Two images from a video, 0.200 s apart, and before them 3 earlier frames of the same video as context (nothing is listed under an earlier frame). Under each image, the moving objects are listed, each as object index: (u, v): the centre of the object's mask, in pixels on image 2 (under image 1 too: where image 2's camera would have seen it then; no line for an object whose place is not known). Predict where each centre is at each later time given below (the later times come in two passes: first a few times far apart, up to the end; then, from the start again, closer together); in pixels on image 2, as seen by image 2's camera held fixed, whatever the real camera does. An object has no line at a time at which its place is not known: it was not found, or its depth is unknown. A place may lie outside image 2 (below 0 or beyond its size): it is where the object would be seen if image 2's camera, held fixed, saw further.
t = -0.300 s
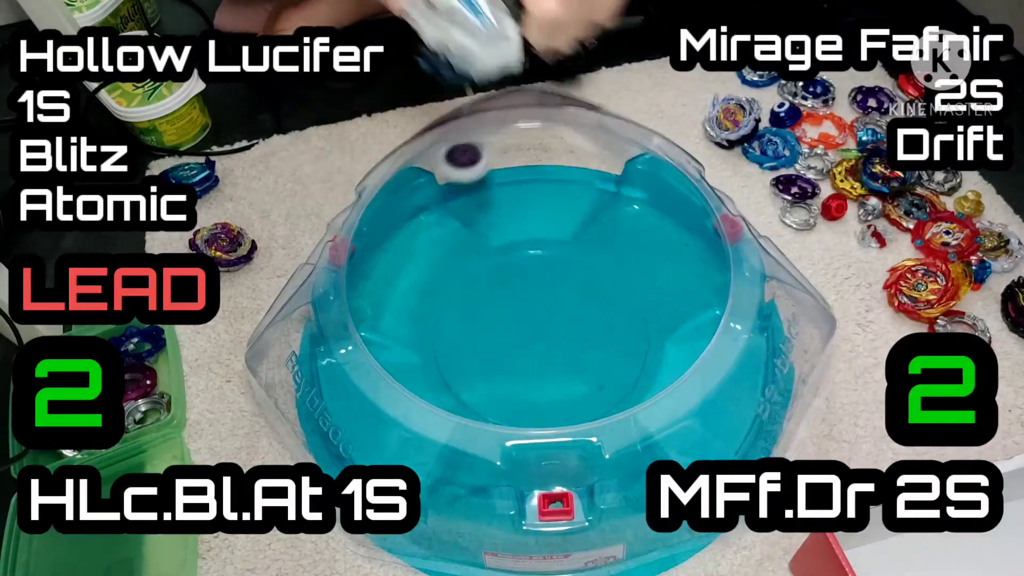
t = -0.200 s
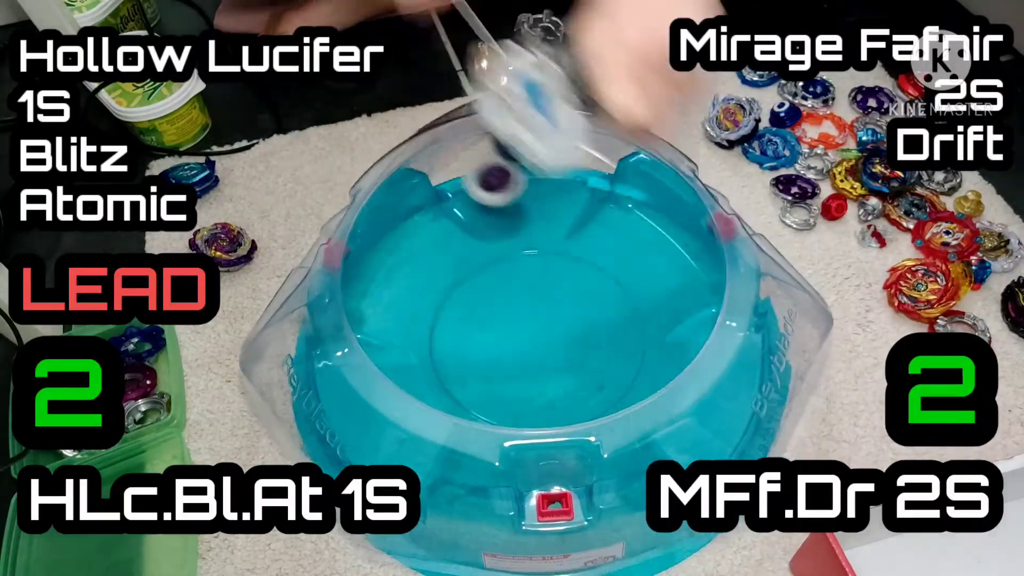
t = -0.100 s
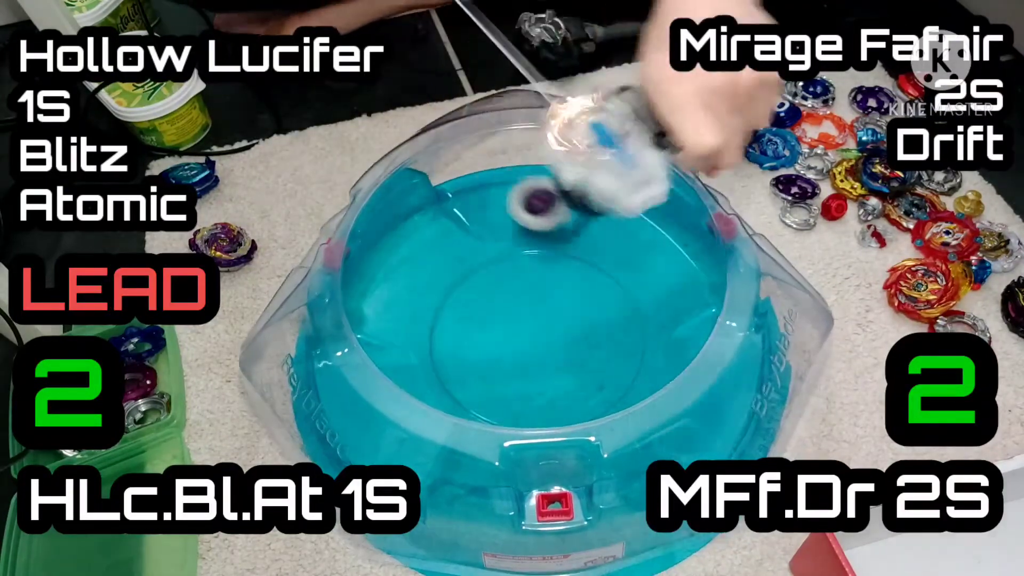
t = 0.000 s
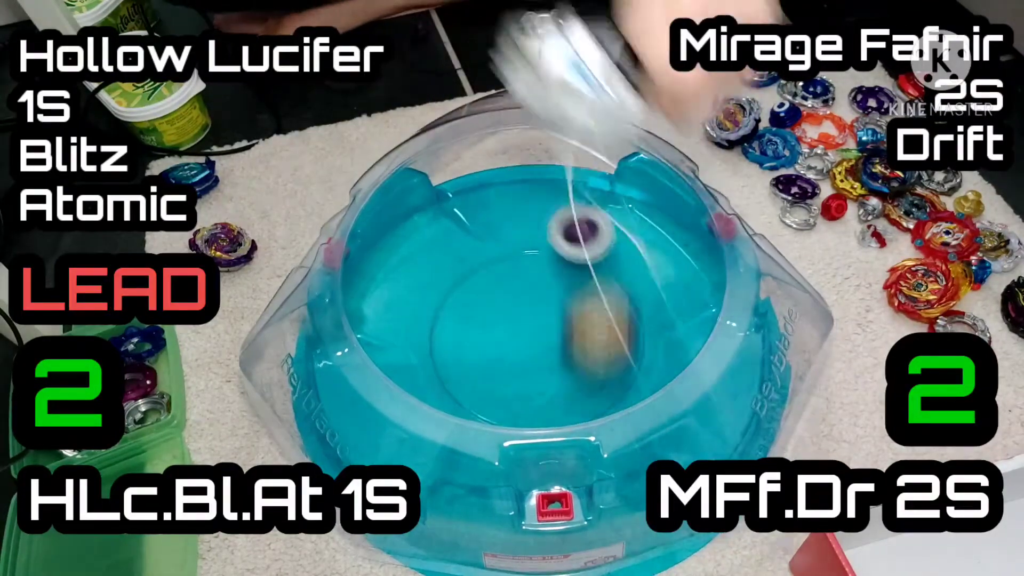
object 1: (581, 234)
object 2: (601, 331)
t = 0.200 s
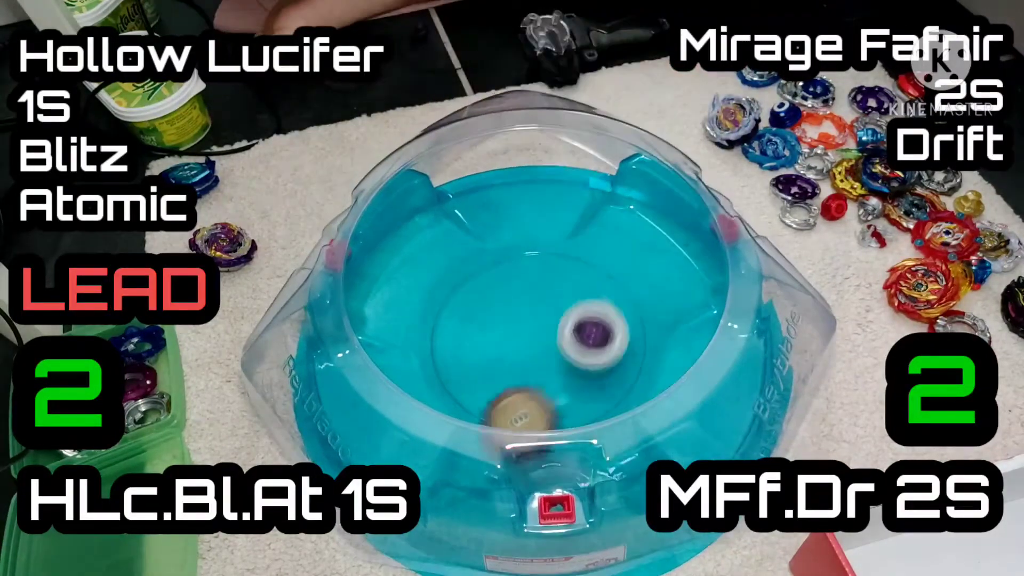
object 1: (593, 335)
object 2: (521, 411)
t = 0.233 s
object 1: (587, 350)
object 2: (506, 417)
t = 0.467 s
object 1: (542, 398)
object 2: (427, 310)
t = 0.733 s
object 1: (563, 337)
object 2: (531, 154)
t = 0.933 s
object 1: (570, 283)
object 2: (564, 152)
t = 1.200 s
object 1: (499, 334)
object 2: (578, 212)
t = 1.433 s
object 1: (541, 401)
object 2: (529, 344)
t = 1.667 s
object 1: (603, 359)
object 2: (441, 293)
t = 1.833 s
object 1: (559, 258)
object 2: (469, 248)
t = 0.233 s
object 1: (587, 350)
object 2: (506, 417)
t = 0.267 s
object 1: (579, 365)
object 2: (489, 412)
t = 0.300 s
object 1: (572, 376)
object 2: (471, 399)
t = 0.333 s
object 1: (564, 385)
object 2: (455, 390)
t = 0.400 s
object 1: (551, 397)
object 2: (433, 357)
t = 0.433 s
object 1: (546, 398)
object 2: (428, 336)
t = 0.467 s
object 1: (542, 398)
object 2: (427, 310)
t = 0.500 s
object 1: (540, 396)
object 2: (430, 286)
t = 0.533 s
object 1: (539, 391)
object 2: (436, 264)
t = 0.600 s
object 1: (542, 378)
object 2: (461, 220)
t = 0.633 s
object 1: (546, 369)
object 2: (476, 204)
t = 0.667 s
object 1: (551, 359)
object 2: (493, 184)
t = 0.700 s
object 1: (557, 349)
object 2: (512, 168)
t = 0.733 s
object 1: (563, 337)
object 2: (531, 154)
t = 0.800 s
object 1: (574, 314)
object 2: (563, 146)
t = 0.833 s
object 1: (576, 303)
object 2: (564, 146)
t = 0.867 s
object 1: (576, 295)
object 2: (565, 149)
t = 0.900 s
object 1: (575, 288)
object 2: (565, 150)
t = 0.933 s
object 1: (570, 283)
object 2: (564, 152)
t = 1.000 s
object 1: (555, 282)
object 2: (567, 159)
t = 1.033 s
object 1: (546, 284)
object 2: (570, 167)
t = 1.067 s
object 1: (535, 290)
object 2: (575, 175)
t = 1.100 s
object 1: (524, 299)
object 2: (580, 184)
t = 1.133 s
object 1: (514, 309)
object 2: (585, 193)
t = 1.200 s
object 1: (499, 334)
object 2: (578, 212)
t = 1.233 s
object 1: (496, 347)
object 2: (569, 225)
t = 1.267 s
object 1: (495, 360)
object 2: (560, 243)
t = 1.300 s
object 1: (498, 372)
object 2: (551, 265)
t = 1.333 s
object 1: (504, 383)
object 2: (545, 285)
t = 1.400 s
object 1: (526, 398)
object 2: (536, 329)
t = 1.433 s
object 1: (541, 401)
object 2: (529, 344)
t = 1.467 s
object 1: (559, 405)
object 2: (517, 355)
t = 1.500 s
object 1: (592, 434)
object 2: (497, 349)
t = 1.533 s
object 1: (619, 442)
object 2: (478, 340)
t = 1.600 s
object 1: (614, 391)
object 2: (449, 317)
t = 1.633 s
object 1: (610, 377)
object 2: (442, 304)
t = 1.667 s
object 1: (603, 359)
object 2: (441, 293)
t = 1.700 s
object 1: (592, 335)
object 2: (443, 283)
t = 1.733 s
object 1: (580, 311)
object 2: (450, 273)
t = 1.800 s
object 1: (552, 274)
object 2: (474, 256)
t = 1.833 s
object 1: (559, 258)
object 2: (469, 248)
